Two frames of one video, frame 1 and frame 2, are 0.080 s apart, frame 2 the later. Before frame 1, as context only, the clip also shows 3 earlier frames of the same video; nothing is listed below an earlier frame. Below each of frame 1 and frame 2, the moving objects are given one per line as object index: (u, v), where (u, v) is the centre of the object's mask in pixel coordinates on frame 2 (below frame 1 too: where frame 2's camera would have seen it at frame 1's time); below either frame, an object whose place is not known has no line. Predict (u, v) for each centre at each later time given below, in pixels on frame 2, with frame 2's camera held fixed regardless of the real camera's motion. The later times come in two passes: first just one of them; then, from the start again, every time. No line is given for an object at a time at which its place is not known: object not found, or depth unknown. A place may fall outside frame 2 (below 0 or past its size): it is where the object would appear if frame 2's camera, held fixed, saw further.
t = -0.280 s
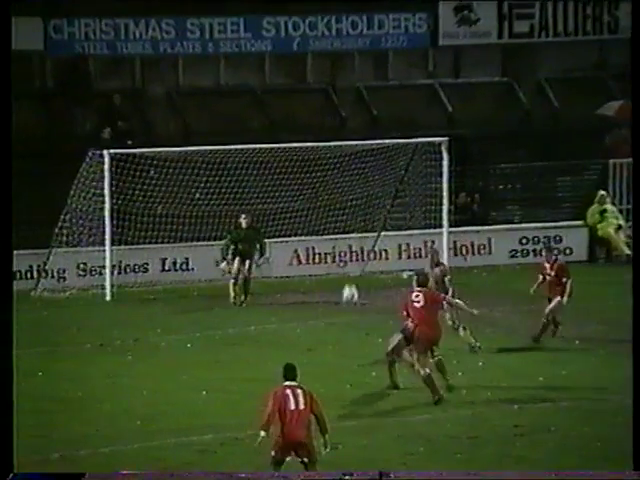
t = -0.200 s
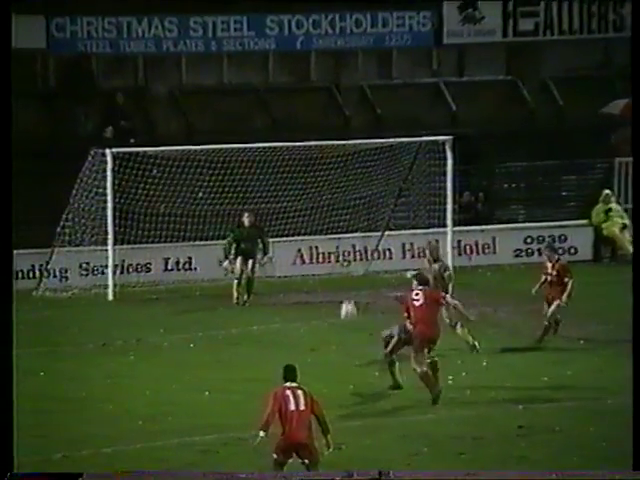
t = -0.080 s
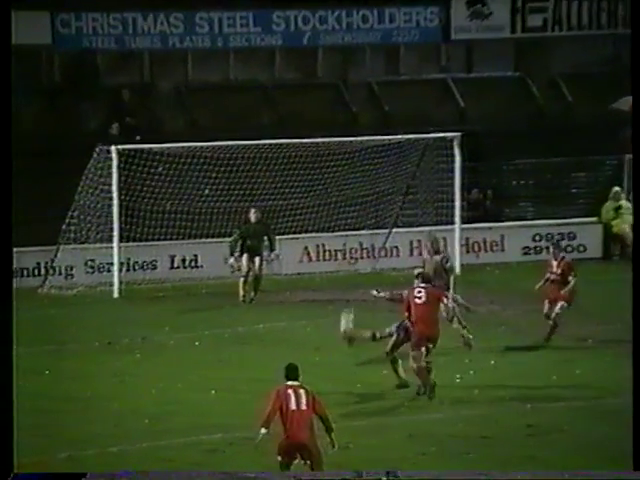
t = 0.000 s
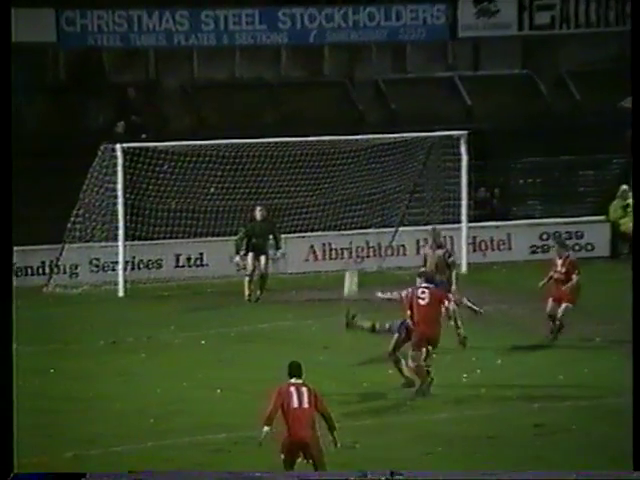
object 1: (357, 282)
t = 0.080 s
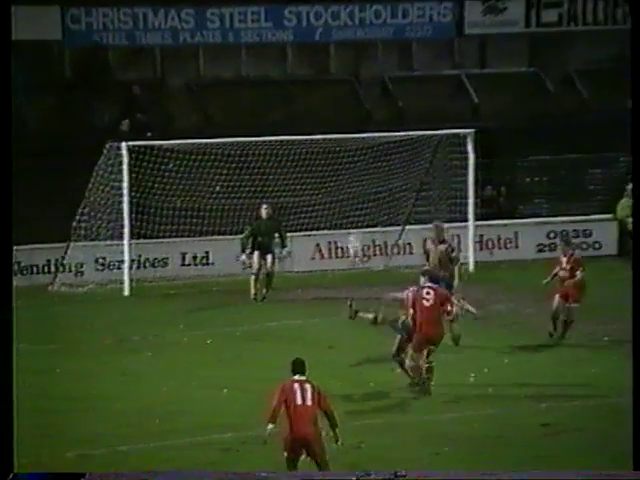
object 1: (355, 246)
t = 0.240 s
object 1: (350, 176)
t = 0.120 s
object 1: (354, 225)
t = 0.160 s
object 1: (353, 209)
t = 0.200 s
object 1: (352, 192)
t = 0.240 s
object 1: (350, 176)
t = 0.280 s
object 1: (349, 160)
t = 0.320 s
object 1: (348, 144)
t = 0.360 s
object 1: (348, 126)
